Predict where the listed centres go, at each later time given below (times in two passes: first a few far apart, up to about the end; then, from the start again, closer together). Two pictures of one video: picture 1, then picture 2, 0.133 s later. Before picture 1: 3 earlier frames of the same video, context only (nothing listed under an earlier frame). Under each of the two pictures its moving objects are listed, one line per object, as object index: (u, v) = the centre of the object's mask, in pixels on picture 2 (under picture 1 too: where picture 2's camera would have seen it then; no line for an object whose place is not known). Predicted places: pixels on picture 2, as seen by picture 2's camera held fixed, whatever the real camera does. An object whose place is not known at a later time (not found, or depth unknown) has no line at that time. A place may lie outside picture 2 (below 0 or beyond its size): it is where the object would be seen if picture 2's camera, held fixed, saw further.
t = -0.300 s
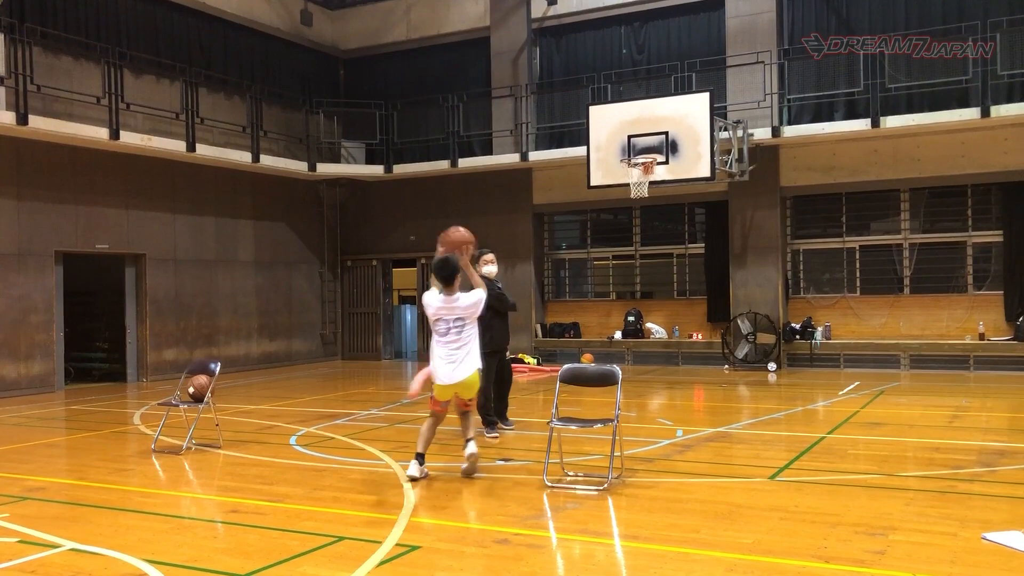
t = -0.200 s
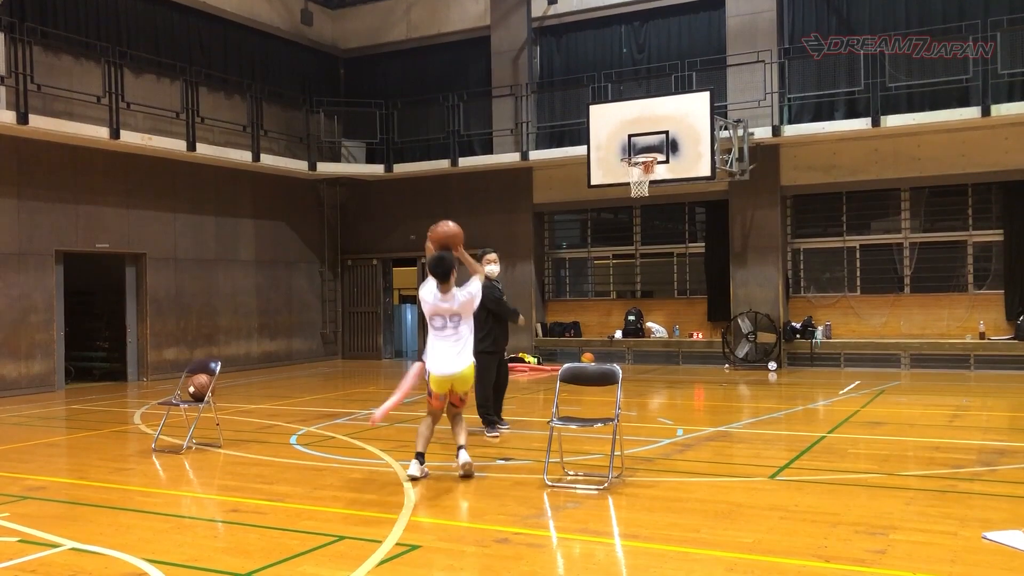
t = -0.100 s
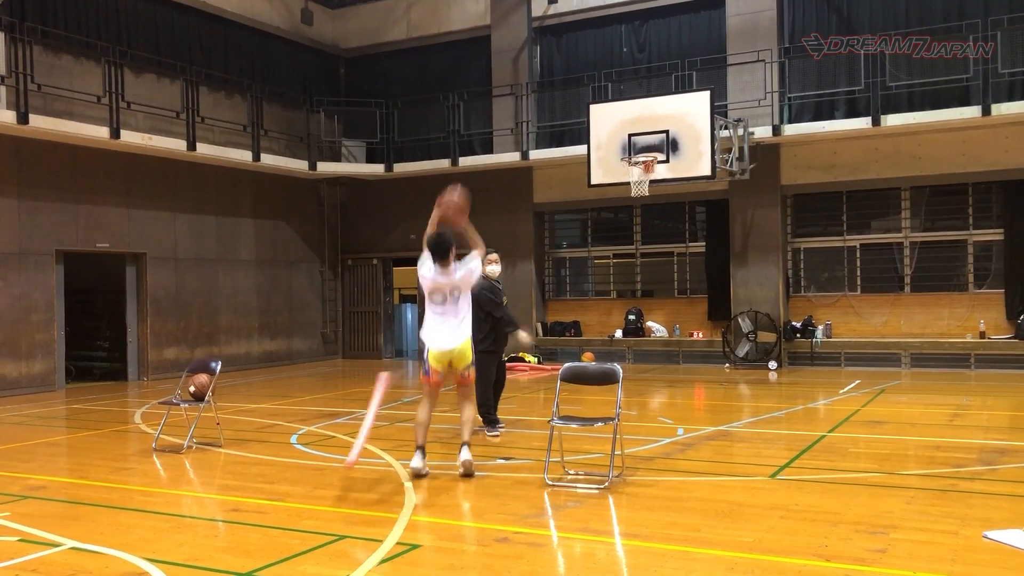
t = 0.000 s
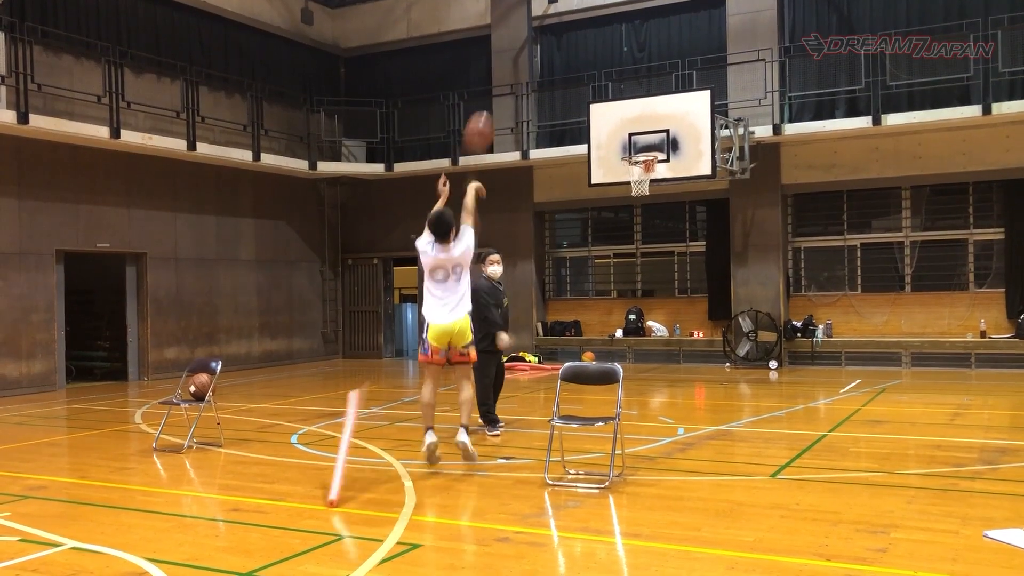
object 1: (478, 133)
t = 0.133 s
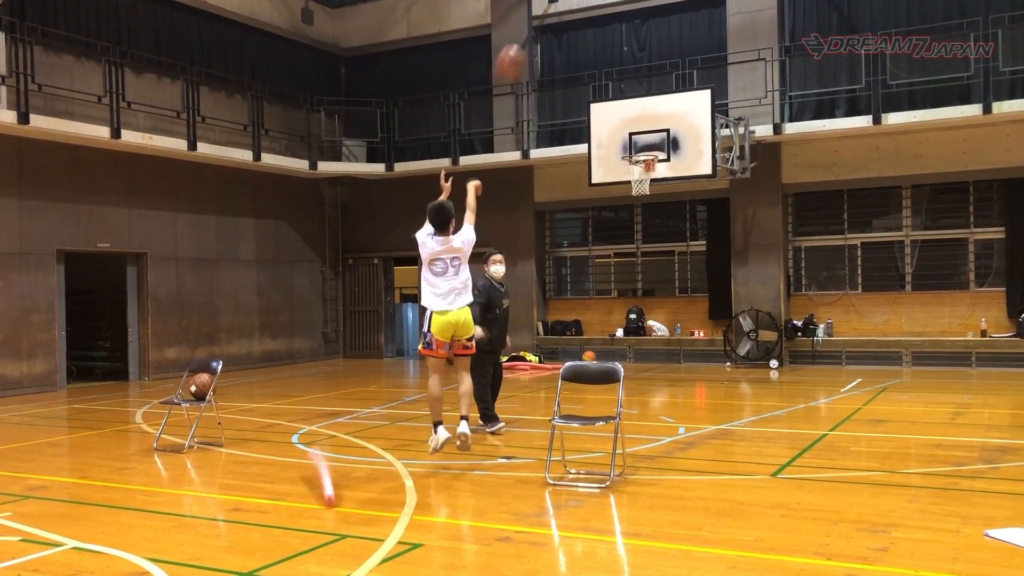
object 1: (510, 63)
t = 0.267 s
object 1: (536, 22)
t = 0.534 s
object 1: (578, 9)
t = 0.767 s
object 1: (609, 47)
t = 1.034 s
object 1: (635, 129)
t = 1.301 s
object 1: (635, 205)
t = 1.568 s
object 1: (628, 303)
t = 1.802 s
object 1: (621, 350)
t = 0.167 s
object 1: (517, 50)
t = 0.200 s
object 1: (524, 39)
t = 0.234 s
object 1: (530, 29)
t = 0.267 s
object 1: (536, 22)
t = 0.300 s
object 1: (541, 17)
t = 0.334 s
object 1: (547, 12)
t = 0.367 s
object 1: (552, 10)
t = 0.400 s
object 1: (558, 8)
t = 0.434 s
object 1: (563, 8)
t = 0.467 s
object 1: (569, 8)
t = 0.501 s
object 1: (573, 8)
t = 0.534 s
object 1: (578, 9)
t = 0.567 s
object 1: (583, 11)
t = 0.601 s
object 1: (588, 15)
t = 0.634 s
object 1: (592, 20)
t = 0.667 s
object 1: (596, 25)
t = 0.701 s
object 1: (601, 32)
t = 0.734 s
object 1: (605, 39)
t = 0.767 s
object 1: (609, 47)
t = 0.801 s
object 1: (612, 56)
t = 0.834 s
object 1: (616, 65)
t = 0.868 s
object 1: (619, 75)
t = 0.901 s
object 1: (622, 85)
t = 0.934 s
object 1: (626, 94)
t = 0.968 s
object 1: (629, 106)
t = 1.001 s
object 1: (632, 119)
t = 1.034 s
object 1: (635, 129)
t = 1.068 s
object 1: (638, 144)
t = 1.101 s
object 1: (640, 152)
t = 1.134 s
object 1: (641, 164)
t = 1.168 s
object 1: (637, 173)
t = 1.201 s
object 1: (637, 174)
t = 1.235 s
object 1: (638, 189)
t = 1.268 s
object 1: (636, 196)
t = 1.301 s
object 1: (635, 205)
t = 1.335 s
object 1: (633, 214)
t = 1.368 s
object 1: (631, 224)
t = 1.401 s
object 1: (631, 235)
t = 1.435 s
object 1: (630, 248)
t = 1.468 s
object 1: (630, 261)
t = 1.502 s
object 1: (628, 275)
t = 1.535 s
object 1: (627, 288)
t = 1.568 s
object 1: (628, 303)
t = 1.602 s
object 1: (625, 321)
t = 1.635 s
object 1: (623, 342)
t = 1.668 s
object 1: (624, 358)
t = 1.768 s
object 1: (624, 358)
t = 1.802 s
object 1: (621, 350)
